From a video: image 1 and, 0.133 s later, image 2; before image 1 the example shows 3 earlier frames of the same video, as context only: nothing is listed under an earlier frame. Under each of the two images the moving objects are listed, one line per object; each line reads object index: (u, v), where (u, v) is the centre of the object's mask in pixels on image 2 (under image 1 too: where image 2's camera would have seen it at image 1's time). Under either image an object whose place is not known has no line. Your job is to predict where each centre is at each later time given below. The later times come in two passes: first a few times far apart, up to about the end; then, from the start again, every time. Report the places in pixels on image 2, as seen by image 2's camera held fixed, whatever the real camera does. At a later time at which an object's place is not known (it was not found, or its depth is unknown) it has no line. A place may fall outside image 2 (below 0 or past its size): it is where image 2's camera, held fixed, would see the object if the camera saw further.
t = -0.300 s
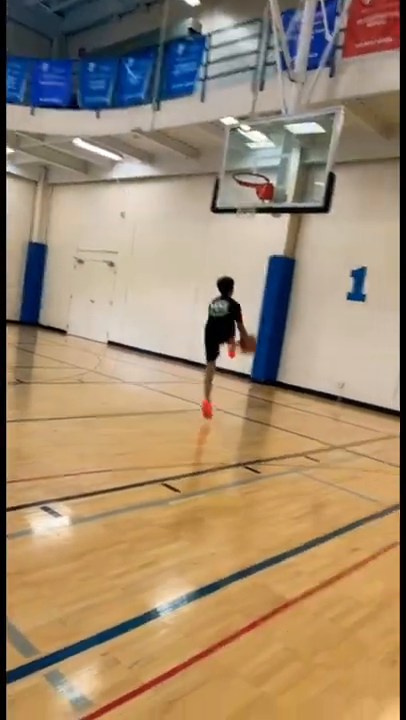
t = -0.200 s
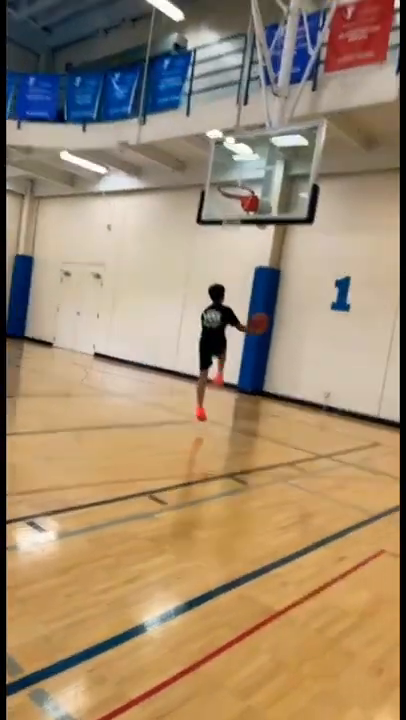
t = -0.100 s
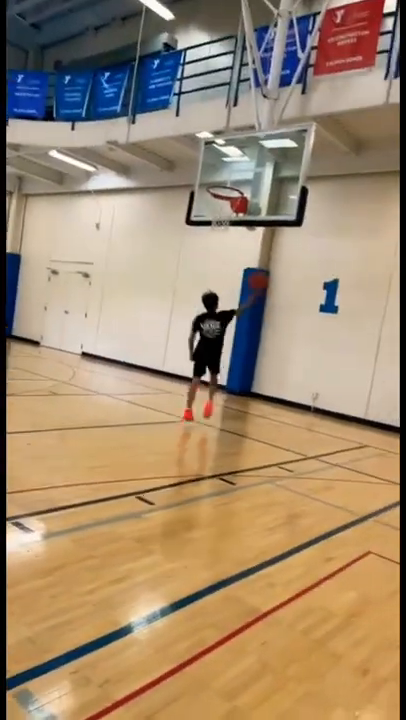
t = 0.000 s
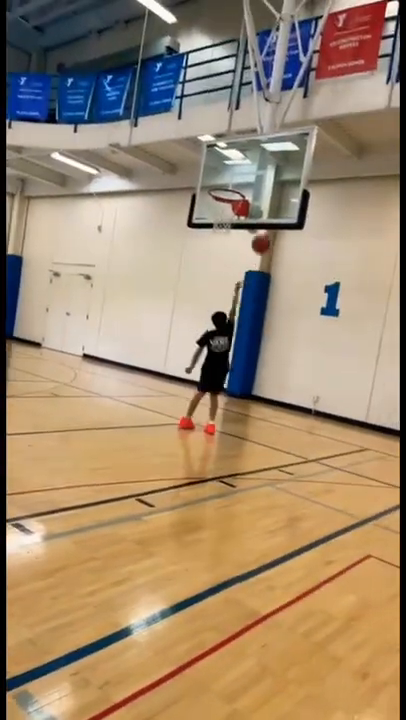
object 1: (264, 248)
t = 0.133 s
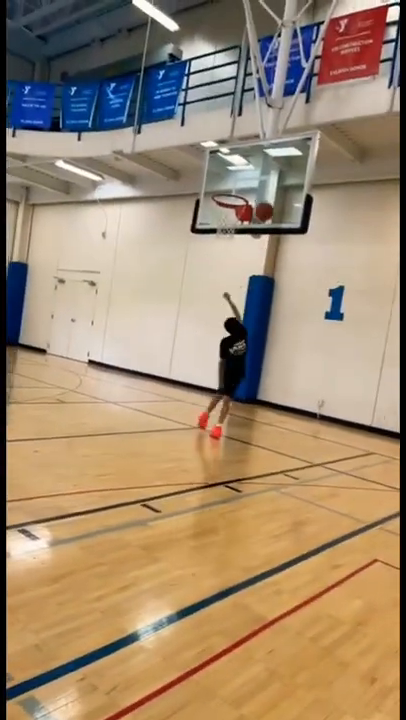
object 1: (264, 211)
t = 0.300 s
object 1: (258, 184)
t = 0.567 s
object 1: (234, 186)
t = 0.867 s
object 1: (215, 240)
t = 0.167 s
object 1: (264, 204)
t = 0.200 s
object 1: (264, 198)
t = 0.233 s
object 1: (263, 193)
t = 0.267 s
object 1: (260, 188)
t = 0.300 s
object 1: (258, 184)
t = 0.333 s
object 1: (256, 182)
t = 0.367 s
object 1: (253, 180)
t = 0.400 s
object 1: (250, 179)
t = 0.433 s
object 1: (247, 179)
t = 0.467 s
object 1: (244, 179)
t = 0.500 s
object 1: (241, 181)
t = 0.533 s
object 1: (238, 183)
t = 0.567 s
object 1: (234, 186)
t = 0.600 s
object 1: (230, 190)
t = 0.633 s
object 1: (226, 196)
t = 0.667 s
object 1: (222, 201)
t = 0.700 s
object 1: (220, 207)
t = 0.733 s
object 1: (219, 212)
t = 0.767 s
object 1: (217, 218)
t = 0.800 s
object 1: (217, 225)
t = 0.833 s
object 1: (216, 232)
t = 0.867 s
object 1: (215, 240)
